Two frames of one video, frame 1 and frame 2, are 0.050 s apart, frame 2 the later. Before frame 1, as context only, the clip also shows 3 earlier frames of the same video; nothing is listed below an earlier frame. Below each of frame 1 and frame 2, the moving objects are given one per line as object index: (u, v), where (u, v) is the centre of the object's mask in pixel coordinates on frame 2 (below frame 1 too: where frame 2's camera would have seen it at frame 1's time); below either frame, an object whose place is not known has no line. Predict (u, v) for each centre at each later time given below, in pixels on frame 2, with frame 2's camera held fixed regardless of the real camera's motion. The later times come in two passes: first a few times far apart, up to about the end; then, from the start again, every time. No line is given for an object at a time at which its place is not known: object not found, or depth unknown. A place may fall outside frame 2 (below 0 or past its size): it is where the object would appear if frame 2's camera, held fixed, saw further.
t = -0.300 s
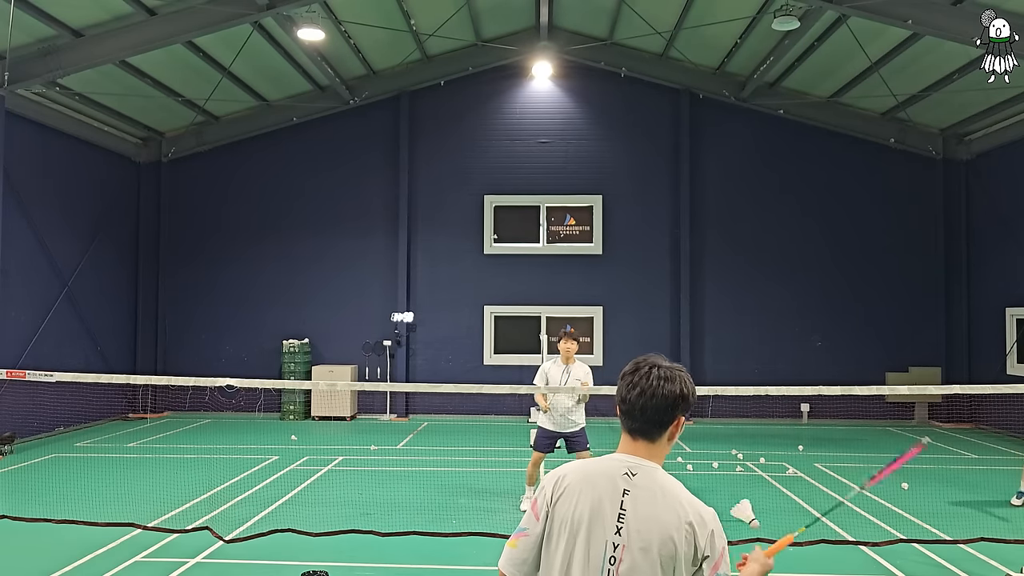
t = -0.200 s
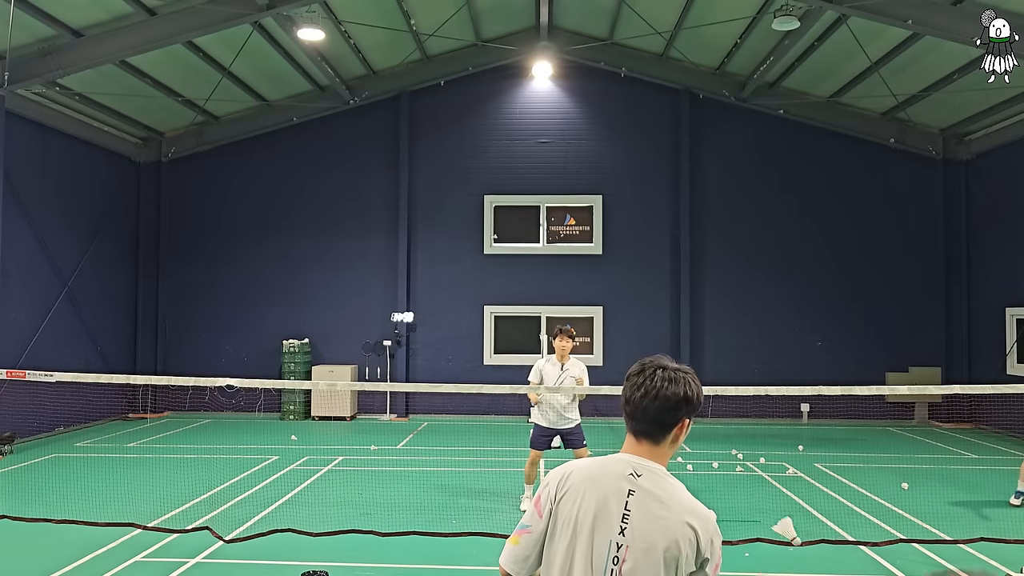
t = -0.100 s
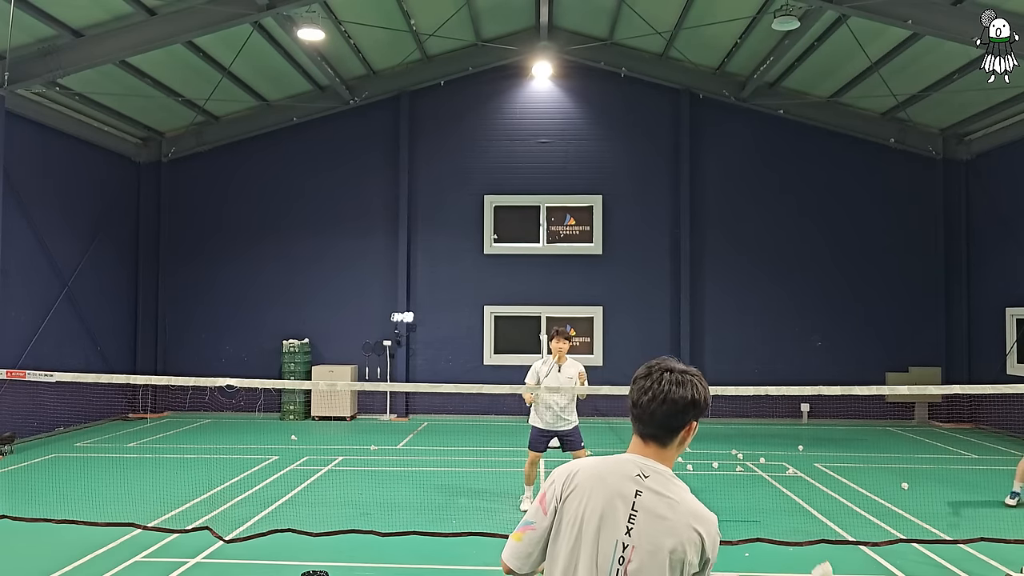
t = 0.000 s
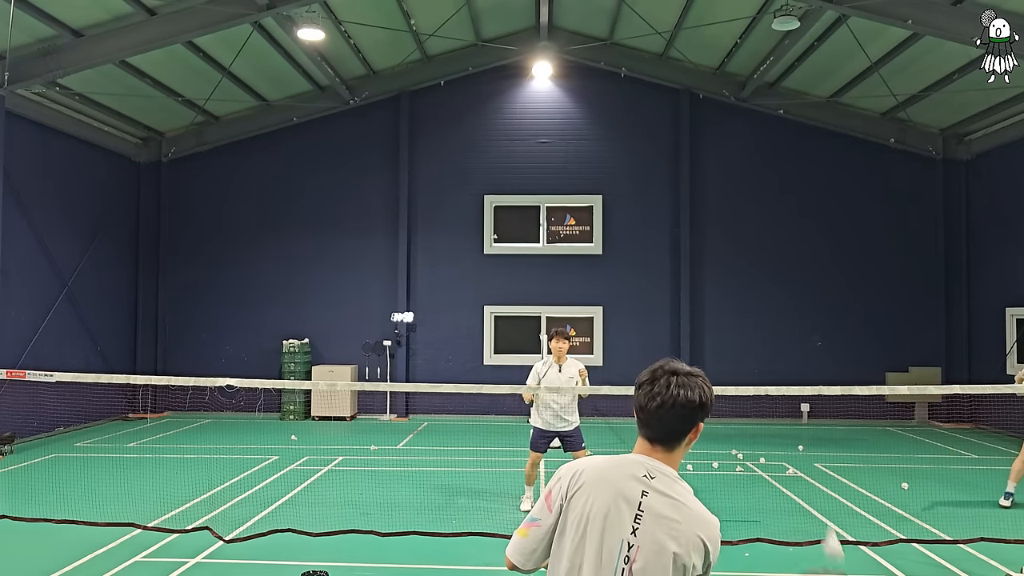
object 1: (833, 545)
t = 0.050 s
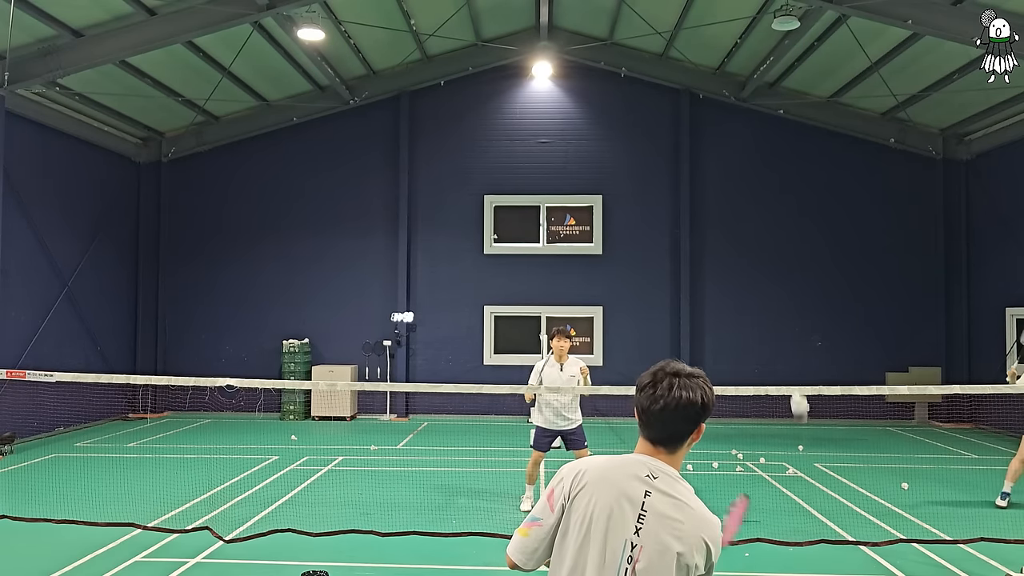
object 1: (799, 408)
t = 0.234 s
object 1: (736, 221)
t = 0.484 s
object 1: (707, 183)
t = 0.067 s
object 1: (792, 372)
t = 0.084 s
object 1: (784, 345)
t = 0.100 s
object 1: (776, 323)
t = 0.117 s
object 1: (768, 305)
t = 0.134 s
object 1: (761, 288)
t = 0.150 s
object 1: (755, 273)
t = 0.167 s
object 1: (750, 260)
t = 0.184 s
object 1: (746, 248)
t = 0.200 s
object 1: (742, 238)
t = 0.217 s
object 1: (739, 229)
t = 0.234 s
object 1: (736, 221)
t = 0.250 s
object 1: (733, 214)
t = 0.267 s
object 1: (730, 208)
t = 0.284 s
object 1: (727, 203)
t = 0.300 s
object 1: (725, 199)
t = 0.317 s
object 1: (723, 195)
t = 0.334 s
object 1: (720, 191)
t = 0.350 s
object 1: (718, 189)
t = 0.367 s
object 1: (717, 187)
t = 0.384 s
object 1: (715, 185)
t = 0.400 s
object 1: (714, 184)
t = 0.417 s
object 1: (712, 183)
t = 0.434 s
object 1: (710, 182)
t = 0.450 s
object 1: (709, 182)
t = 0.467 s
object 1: (708, 183)
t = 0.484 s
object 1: (707, 183)
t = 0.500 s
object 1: (705, 184)
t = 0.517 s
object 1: (704, 186)
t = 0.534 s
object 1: (703, 187)
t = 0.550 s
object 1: (702, 189)
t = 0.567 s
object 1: (701, 191)
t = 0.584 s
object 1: (701, 194)
